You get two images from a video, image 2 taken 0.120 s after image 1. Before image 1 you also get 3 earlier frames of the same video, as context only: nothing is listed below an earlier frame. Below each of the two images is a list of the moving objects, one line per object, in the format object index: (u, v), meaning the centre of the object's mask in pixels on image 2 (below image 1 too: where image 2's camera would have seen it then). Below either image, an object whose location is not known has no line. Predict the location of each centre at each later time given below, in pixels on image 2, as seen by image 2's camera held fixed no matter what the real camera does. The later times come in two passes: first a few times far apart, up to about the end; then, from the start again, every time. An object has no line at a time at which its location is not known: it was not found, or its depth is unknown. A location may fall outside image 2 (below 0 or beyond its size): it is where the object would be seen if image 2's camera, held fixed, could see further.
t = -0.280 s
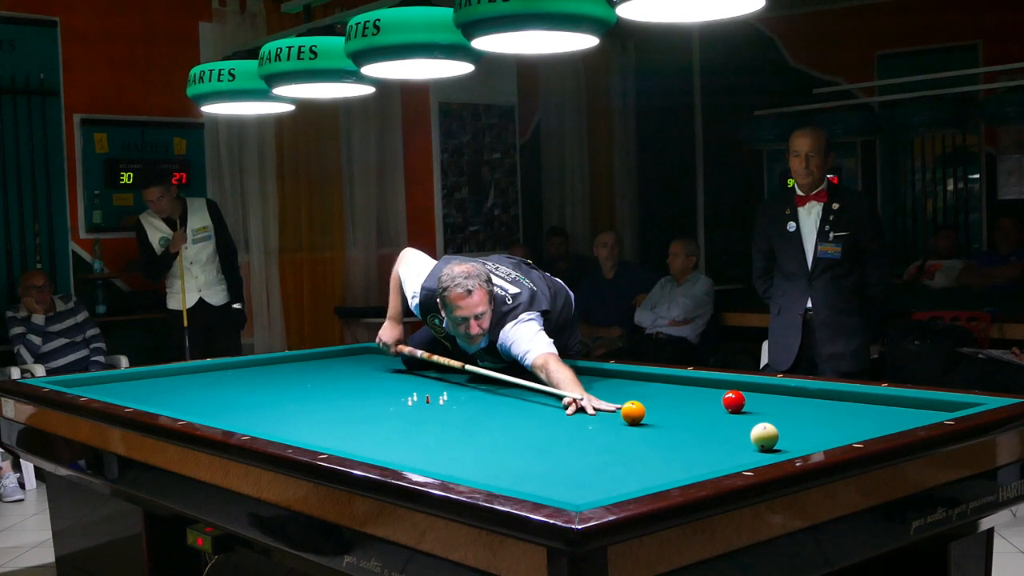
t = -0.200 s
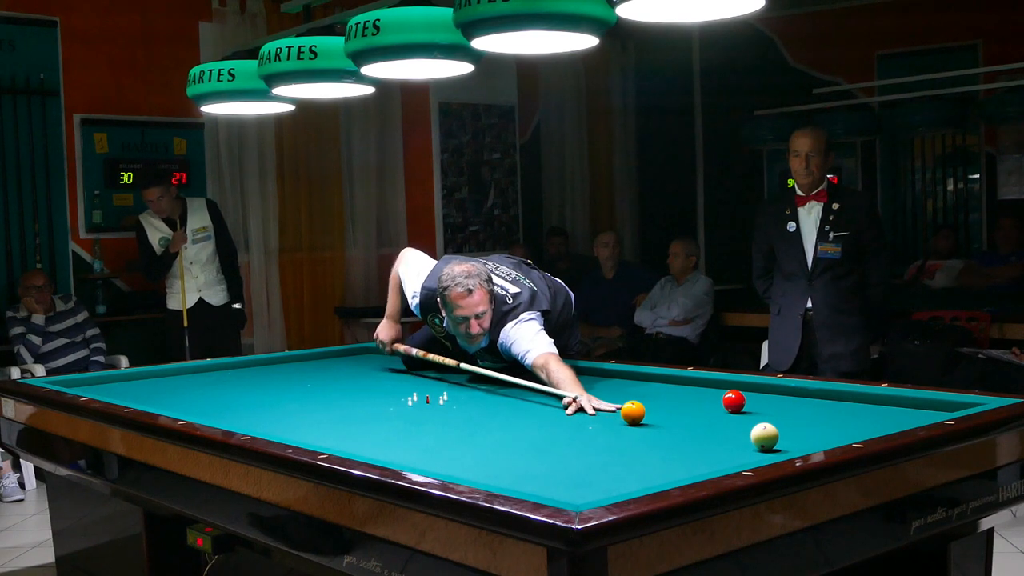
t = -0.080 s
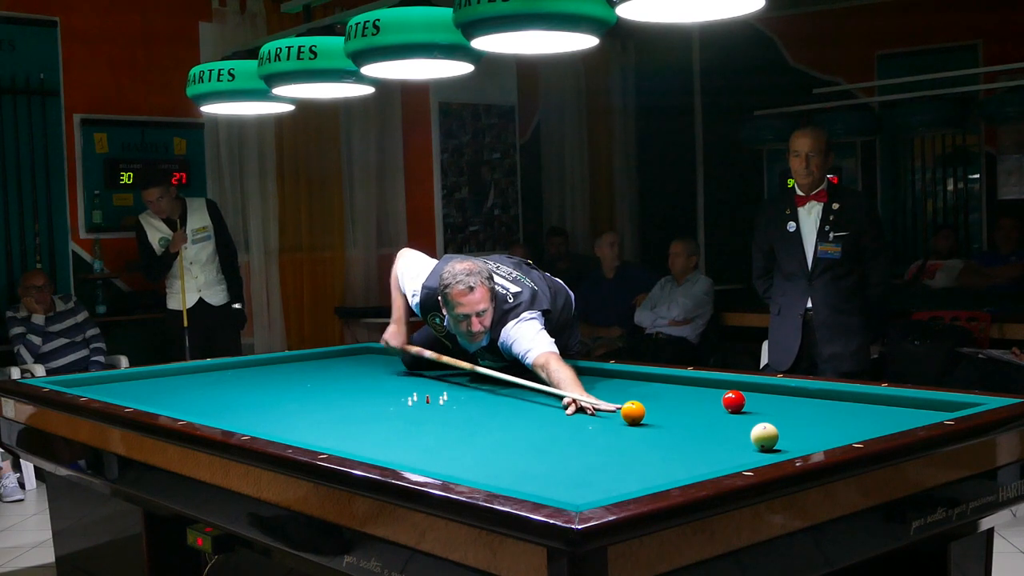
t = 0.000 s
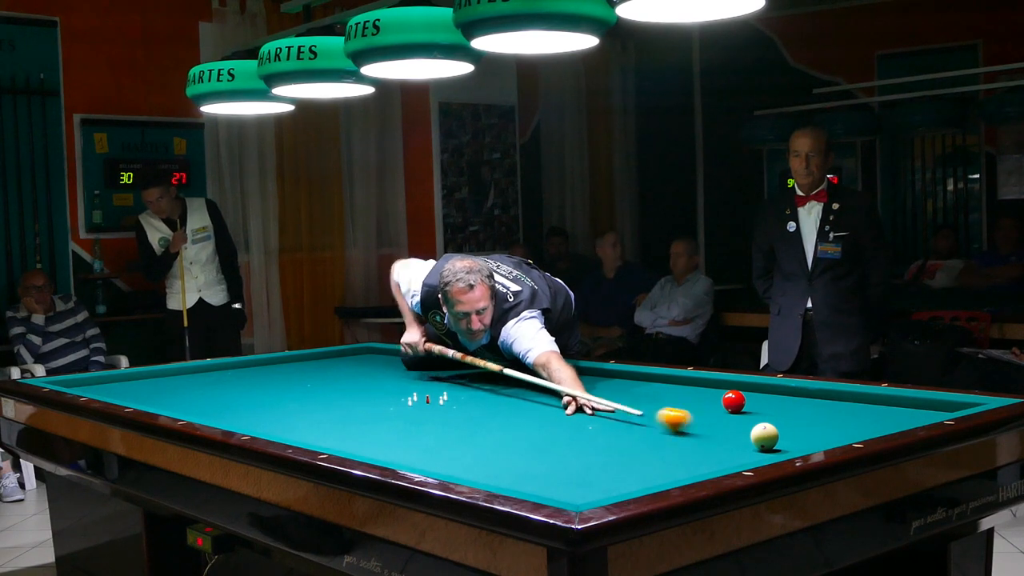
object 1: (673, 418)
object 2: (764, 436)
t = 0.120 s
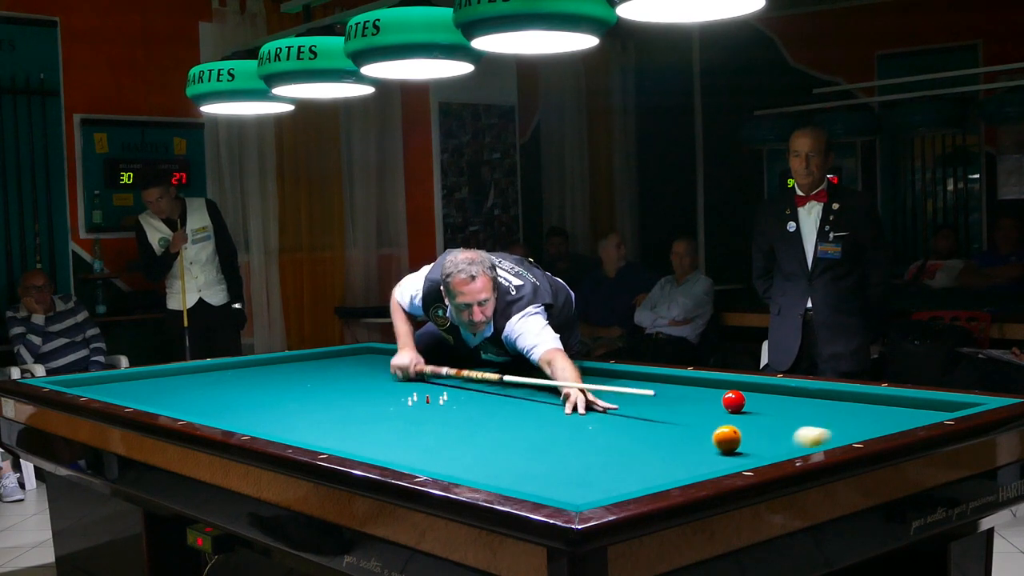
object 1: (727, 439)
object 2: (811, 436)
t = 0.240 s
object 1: (700, 448)
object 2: (700, 421)
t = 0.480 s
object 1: (646, 464)
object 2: (546, 399)
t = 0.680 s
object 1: (596, 478)
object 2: (457, 387)
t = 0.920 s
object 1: (542, 487)
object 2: (373, 374)
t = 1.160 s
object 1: (576, 482)
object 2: (305, 364)
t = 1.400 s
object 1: (602, 472)
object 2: (284, 361)
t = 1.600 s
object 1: (622, 465)
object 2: (323, 366)
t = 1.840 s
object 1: (644, 457)
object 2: (365, 371)
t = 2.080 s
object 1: (664, 449)
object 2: (410, 377)
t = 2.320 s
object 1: (682, 443)
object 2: (460, 383)
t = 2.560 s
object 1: (699, 436)
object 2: (516, 391)
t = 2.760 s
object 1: (711, 432)
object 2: (567, 397)
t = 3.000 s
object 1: (726, 426)
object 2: (635, 406)
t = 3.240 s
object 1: (739, 421)
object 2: (713, 417)
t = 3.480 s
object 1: (823, 425)
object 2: (726, 419)
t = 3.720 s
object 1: (885, 422)
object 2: (740, 421)
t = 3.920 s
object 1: (863, 421)
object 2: (751, 423)
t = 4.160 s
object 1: (842, 417)
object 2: (764, 425)
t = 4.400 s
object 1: (823, 412)
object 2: (776, 427)
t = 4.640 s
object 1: (806, 407)
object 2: (788, 428)
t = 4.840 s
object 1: (792, 404)
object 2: (797, 430)
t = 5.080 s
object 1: (777, 400)
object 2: (808, 432)
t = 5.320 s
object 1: (763, 396)
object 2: (817, 432)
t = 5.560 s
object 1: (751, 393)
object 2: (826, 432)
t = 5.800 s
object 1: (740, 387)
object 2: (835, 432)
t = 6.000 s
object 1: (730, 385)
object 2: (841, 432)
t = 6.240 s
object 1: (719, 385)
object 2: (848, 432)
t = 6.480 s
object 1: (710, 382)
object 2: (844, 432)
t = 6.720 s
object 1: (702, 380)
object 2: (841, 432)
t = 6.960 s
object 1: (688, 379)
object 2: (840, 432)
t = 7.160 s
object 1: (677, 379)
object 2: (840, 432)
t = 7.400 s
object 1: (665, 378)
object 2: (839, 432)
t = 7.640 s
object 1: (653, 378)
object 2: (839, 432)
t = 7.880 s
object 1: (643, 377)
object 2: (839, 432)
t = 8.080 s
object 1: (635, 377)
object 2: (839, 432)
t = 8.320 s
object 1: (625, 377)
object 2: (839, 432)
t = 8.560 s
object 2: (840, 432)
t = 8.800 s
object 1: (610, 376)
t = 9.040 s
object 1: (603, 376)
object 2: (840, 432)
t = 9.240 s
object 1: (598, 376)
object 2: (840, 432)
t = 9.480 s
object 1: (593, 375)
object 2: (840, 432)
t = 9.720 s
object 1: (588, 375)
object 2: (839, 432)
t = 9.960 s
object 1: (584, 375)
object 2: (839, 432)
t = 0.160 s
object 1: (718, 442)
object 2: (771, 432)
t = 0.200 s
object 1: (709, 445)
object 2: (734, 427)
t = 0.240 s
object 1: (700, 448)
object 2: (700, 421)
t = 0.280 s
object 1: (691, 450)
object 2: (669, 417)
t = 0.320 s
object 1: (682, 453)
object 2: (640, 413)
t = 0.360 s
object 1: (673, 456)
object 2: (614, 409)
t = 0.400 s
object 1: (664, 459)
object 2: (589, 406)
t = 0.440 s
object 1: (655, 461)
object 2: (567, 402)
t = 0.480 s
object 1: (646, 464)
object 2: (546, 399)
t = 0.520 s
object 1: (636, 467)
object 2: (526, 396)
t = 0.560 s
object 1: (626, 470)
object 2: (508, 394)
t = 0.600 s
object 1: (617, 473)
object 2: (491, 391)
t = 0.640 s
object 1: (606, 475)
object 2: (474, 389)
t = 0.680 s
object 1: (596, 478)
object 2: (457, 387)
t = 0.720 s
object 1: (586, 481)
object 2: (442, 383)
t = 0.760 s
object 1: (575, 484)
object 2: (427, 382)
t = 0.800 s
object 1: (564, 486)
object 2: (413, 380)
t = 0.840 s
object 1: (553, 487)
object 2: (399, 378)
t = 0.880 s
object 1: (543, 487)
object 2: (386, 376)
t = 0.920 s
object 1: (542, 487)
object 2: (373, 374)
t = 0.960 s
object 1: (550, 487)
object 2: (361, 372)
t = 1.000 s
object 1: (556, 487)
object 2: (349, 370)
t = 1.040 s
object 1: (562, 486)
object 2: (338, 369)
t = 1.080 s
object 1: (567, 485)
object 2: (326, 367)
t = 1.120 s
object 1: (571, 483)
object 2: (316, 366)
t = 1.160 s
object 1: (576, 482)
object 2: (305, 364)
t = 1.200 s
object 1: (580, 480)
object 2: (295, 363)
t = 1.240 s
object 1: (585, 478)
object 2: (285, 361)
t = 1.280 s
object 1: (589, 477)
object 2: (276, 360)
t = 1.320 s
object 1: (594, 475)
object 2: (268, 358)
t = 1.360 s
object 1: (598, 474)
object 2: (275, 360)
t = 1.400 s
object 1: (602, 472)
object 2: (284, 361)
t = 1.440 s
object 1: (606, 471)
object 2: (292, 362)
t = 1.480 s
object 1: (610, 469)
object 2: (300, 363)
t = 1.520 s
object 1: (614, 468)
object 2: (308, 364)
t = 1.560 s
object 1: (618, 466)
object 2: (315, 365)
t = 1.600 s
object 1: (622, 465)
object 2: (323, 366)
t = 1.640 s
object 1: (625, 464)
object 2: (330, 367)
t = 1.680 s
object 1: (629, 462)
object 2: (337, 368)
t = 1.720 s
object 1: (633, 461)
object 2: (344, 369)
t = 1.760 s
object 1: (637, 459)
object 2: (351, 369)
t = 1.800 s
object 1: (640, 458)
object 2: (358, 370)
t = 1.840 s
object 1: (644, 457)
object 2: (365, 371)
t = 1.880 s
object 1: (647, 456)
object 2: (372, 372)
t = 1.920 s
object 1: (650, 454)
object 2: (379, 373)
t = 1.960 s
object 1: (654, 453)
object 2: (387, 374)
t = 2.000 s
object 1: (657, 452)
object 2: (394, 375)
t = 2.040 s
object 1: (661, 451)
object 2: (402, 376)
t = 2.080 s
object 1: (664, 449)
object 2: (410, 377)
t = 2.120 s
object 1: (667, 448)
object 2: (418, 378)
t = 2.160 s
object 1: (670, 447)
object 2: (426, 380)
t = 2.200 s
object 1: (673, 446)
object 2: (434, 380)
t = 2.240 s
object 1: (676, 445)
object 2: (443, 381)
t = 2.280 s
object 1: (679, 444)
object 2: (451, 382)
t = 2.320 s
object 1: (682, 443)
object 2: (460, 383)
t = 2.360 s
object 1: (685, 441)
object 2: (469, 385)
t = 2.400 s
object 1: (688, 440)
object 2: (478, 386)
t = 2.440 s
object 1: (691, 439)
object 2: (487, 387)
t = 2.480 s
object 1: (693, 438)
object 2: (496, 388)
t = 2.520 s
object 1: (696, 437)
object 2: (506, 389)
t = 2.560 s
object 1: (699, 436)
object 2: (516, 391)
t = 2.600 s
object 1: (701, 435)
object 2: (526, 392)
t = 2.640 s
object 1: (704, 434)
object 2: (536, 393)
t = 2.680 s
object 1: (706, 433)
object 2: (546, 395)
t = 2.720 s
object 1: (709, 432)
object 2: (556, 396)
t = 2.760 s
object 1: (711, 432)
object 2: (567, 397)
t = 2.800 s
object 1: (714, 431)
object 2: (578, 399)
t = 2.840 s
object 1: (716, 430)
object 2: (589, 400)
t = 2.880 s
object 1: (719, 429)
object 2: (600, 402)
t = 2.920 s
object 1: (721, 428)
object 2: (612, 403)
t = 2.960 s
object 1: (724, 427)
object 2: (623, 405)
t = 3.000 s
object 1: (726, 426)
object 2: (635, 406)
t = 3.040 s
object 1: (728, 426)
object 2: (648, 408)
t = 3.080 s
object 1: (730, 425)
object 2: (660, 410)
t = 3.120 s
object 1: (733, 424)
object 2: (673, 411)
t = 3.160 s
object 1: (735, 423)
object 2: (686, 413)
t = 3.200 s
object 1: (737, 422)
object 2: (699, 415)
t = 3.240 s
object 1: (739, 421)
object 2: (713, 417)
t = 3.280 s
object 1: (748, 421)
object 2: (720, 418)
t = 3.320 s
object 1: (764, 422)
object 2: (720, 418)
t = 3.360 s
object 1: (780, 422)
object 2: (720, 418)
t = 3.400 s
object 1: (796, 424)
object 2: (722, 419)
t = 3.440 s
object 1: (810, 424)
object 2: (724, 419)
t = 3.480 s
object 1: (823, 425)
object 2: (726, 419)
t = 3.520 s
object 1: (836, 425)
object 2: (729, 420)
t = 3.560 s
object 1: (849, 425)
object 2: (731, 420)
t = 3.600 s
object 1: (861, 424)
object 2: (733, 420)
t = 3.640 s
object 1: (873, 424)
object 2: (736, 421)
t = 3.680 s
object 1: (885, 423)
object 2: (738, 421)
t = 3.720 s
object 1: (885, 422)
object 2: (740, 421)
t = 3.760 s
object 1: (879, 422)
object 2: (742, 422)
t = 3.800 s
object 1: (875, 422)
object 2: (745, 422)
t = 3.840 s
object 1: (871, 422)
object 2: (747, 422)
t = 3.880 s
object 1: (867, 422)
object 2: (749, 423)
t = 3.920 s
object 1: (863, 421)
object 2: (751, 423)
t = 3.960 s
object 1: (860, 421)
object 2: (753, 423)
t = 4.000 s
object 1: (856, 420)
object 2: (755, 423)
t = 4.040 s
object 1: (853, 419)
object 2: (758, 424)
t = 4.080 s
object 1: (849, 418)
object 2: (760, 424)
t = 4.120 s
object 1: (846, 418)
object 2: (762, 425)
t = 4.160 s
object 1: (842, 417)
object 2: (764, 425)
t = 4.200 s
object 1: (839, 416)
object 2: (766, 425)
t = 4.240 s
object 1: (836, 415)
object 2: (768, 425)
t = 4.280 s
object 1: (833, 414)
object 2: (770, 426)
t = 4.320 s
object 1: (829, 413)
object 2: (772, 426)
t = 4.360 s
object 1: (826, 413)
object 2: (774, 427)
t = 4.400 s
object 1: (823, 412)
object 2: (776, 427)
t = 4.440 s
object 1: (820, 411)
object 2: (778, 427)
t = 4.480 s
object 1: (817, 410)
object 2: (780, 427)
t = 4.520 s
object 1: (814, 410)
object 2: (782, 428)
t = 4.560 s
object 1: (811, 409)
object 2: (784, 428)
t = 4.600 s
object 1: (809, 408)
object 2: (786, 428)
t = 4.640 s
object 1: (806, 407)
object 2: (788, 428)
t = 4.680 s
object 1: (803, 406)
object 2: (790, 429)
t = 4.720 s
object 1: (800, 406)
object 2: (792, 429)
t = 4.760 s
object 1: (797, 405)
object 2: (793, 429)
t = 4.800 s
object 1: (795, 404)
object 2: (795, 430)
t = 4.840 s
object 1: (792, 404)
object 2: (797, 430)
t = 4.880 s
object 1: (790, 403)
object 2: (799, 430)
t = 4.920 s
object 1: (787, 402)
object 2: (801, 430)
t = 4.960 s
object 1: (784, 402)
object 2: (802, 431)
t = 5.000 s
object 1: (782, 401)
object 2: (804, 431)
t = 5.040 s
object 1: (780, 400)
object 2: (806, 431)
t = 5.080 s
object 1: (777, 400)
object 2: (808, 432)
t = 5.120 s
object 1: (775, 399)
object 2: (809, 432)
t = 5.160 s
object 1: (772, 399)
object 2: (811, 432)
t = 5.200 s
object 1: (770, 398)
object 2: (812, 432)
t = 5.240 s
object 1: (767, 397)
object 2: (814, 432)
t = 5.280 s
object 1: (765, 397)
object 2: (816, 432)
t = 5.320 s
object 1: (763, 396)
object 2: (817, 432)
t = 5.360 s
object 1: (761, 396)
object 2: (819, 432)
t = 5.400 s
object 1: (759, 395)
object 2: (820, 432)
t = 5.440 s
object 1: (756, 394)
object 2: (822, 432)
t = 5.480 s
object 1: (755, 394)
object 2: (823, 432)
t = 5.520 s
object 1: (753, 393)
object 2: (825, 432)
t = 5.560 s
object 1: (751, 393)
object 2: (826, 432)
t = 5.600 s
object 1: (749, 392)
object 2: (828, 432)
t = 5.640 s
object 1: (748, 391)
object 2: (829, 432)
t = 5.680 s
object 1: (746, 390)
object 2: (831, 432)
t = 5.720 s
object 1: (744, 389)
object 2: (832, 432)
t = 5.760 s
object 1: (742, 388)
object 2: (833, 432)
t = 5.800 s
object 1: (740, 387)
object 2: (835, 432)
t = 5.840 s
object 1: (738, 386)
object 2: (836, 432)
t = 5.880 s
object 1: (735, 386)
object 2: (837, 432)
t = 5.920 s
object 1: (733, 385)
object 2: (839, 432)
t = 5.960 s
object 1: (731, 385)
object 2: (840, 432)
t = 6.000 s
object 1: (730, 385)
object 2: (841, 432)
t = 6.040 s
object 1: (727, 385)
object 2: (842, 432)
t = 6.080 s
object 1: (726, 385)
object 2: (843, 432)
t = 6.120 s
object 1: (724, 385)
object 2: (844, 432)
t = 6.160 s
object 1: (722, 385)
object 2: (845, 432)
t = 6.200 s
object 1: (721, 385)
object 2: (847, 432)
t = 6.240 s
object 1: (719, 385)
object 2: (848, 432)
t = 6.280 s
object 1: (718, 385)
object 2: (847, 432)
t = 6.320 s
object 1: (716, 384)
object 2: (846, 432)
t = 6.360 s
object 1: (715, 384)
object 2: (846, 432)
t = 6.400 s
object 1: (714, 383)
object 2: (845, 432)
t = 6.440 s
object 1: (712, 383)
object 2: (844, 432)
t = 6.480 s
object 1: (710, 382)
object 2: (844, 432)
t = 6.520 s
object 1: (709, 382)
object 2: (843, 432)
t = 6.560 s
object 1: (707, 382)
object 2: (843, 432)
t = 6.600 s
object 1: (706, 381)
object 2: (843, 432)
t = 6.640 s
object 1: (705, 381)
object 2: (842, 432)
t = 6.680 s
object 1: (703, 381)
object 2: (842, 432)
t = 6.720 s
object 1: (702, 380)
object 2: (841, 432)
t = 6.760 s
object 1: (700, 380)
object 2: (841, 432)
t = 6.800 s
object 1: (698, 380)
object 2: (841, 432)
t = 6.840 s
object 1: (695, 380)
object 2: (841, 432)
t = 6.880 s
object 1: (693, 380)
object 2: (841, 432)
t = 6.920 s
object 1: (691, 379)
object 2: (840, 432)
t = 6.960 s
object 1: (688, 379)
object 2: (840, 432)
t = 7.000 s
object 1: (686, 379)
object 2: (840, 432)
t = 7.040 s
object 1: (684, 379)
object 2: (840, 432)
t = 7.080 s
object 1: (682, 379)
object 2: (840, 432)
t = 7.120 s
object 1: (680, 379)
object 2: (840, 432)
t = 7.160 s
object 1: (677, 379)
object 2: (840, 432)
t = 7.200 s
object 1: (675, 379)
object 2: (840, 432)
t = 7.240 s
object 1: (673, 379)
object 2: (840, 432)
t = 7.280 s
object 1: (671, 378)
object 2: (839, 432)
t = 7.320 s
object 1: (669, 378)
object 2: (839, 432)
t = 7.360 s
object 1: (667, 378)
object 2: (839, 432)
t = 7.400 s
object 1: (665, 378)
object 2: (839, 432)
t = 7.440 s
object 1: (663, 378)
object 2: (839, 432)
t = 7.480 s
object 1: (661, 378)
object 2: (840, 432)
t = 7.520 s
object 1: (659, 378)
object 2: (839, 432)
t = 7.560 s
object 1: (657, 378)
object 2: (839, 432)
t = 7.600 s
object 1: (656, 378)
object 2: (839, 432)
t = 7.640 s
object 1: (653, 378)
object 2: (839, 432)
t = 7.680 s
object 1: (652, 377)
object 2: (840, 432)
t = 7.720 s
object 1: (649, 377)
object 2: (839, 432)
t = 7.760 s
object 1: (648, 377)
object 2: (839, 432)
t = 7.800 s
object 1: (646, 377)
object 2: (839, 432)
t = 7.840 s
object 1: (645, 377)
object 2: (839, 432)
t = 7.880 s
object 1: (643, 377)
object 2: (839, 432)
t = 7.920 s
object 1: (641, 377)
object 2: (839, 432)
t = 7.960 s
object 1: (639, 377)
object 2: (839, 432)
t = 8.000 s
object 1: (638, 377)
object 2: (839, 432)
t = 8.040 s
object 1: (636, 377)
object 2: (839, 432)
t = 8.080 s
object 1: (635, 377)
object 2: (839, 432)
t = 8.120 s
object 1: (633, 377)
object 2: (839, 432)
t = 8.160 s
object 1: (631, 377)
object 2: (839, 432)
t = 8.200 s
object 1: (630, 377)
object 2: (839, 432)
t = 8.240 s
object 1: (628, 377)
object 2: (839, 432)
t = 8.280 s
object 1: (627, 377)
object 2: (839, 432)
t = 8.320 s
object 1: (625, 377)
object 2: (839, 432)
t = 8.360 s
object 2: (839, 432)
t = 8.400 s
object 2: (840, 432)
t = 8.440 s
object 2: (839, 432)
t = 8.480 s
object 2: (840, 432)
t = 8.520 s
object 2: (839, 432)
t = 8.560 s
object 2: (840, 432)
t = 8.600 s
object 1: (616, 376)
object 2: (841, 431)
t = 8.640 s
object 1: (615, 377)
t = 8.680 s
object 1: (613, 377)
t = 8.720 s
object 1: (612, 377)
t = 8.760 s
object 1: (611, 376)
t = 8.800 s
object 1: (610, 376)
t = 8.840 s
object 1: (609, 376)
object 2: (833, 432)
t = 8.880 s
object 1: (608, 376)
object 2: (840, 432)
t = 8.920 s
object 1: (607, 376)
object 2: (840, 432)
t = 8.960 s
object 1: (605, 376)
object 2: (840, 432)
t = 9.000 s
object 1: (604, 376)
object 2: (840, 432)
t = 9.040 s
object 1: (603, 376)
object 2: (840, 432)
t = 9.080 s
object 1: (602, 376)
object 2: (840, 432)
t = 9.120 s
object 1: (601, 376)
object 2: (840, 432)
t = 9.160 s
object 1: (600, 376)
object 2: (840, 432)
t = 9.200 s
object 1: (599, 376)
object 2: (840, 432)
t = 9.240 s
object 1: (598, 376)
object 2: (840, 432)
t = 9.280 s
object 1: (597, 376)
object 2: (840, 432)
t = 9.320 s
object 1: (596, 376)
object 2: (840, 432)
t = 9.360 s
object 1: (595, 376)
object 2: (840, 432)
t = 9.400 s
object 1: (594, 376)
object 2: (839, 432)
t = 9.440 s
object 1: (593, 375)
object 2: (840, 432)
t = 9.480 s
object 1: (593, 375)
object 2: (840, 432)
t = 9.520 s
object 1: (592, 375)
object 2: (839, 432)
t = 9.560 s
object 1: (591, 375)
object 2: (840, 432)
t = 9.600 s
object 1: (590, 375)
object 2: (840, 432)
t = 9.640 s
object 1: (589, 375)
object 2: (840, 432)
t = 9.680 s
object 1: (589, 375)
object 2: (839, 432)
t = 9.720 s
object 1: (588, 375)
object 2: (839, 432)
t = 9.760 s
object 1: (587, 375)
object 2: (840, 432)
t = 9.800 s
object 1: (587, 375)
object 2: (840, 432)
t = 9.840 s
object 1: (586, 375)
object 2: (839, 432)
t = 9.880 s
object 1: (585, 375)
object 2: (839, 432)
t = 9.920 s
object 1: (585, 375)
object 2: (839, 432)
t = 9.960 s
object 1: (584, 375)
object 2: (839, 432)
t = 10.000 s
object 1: (583, 375)
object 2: (839, 432)
